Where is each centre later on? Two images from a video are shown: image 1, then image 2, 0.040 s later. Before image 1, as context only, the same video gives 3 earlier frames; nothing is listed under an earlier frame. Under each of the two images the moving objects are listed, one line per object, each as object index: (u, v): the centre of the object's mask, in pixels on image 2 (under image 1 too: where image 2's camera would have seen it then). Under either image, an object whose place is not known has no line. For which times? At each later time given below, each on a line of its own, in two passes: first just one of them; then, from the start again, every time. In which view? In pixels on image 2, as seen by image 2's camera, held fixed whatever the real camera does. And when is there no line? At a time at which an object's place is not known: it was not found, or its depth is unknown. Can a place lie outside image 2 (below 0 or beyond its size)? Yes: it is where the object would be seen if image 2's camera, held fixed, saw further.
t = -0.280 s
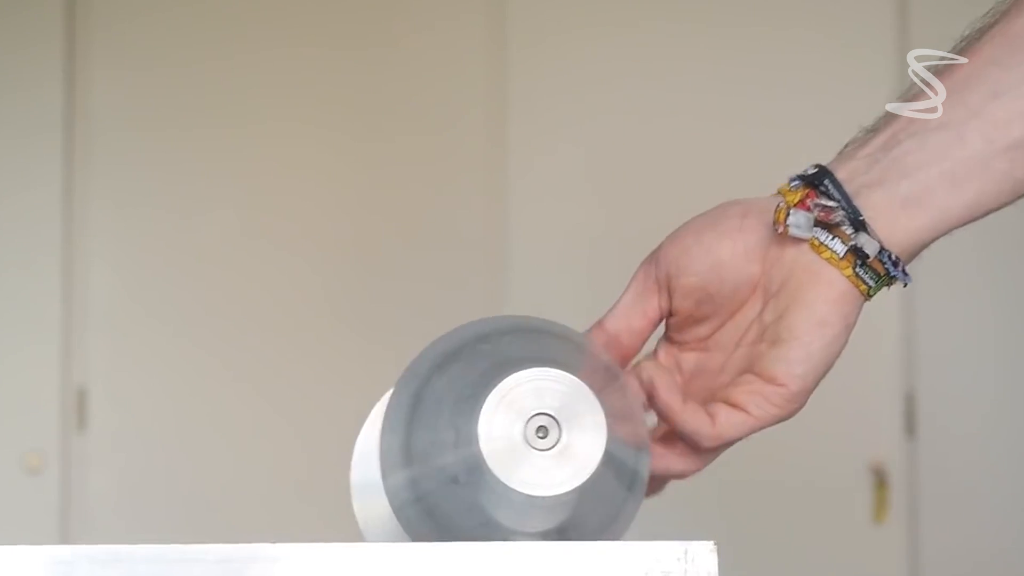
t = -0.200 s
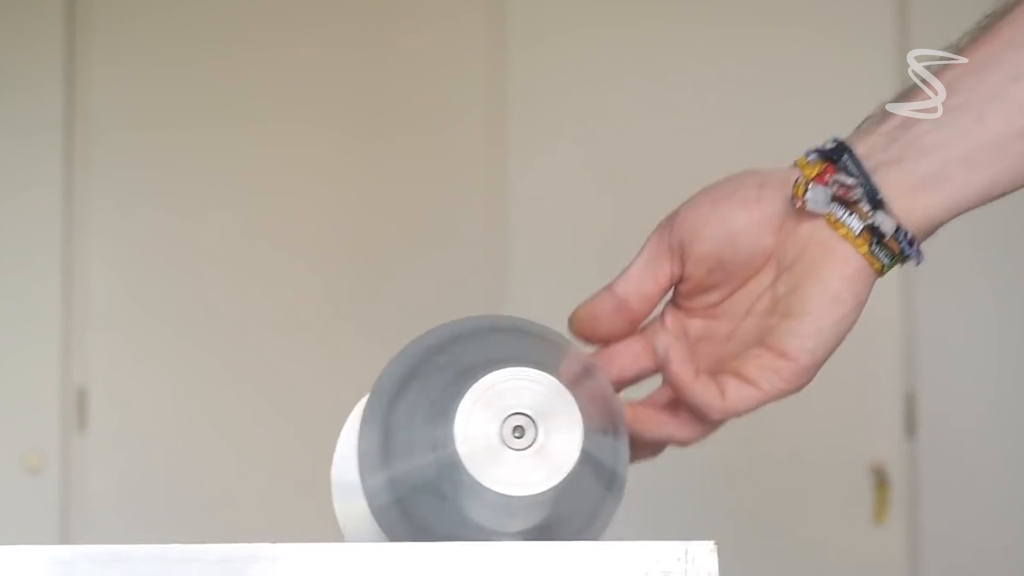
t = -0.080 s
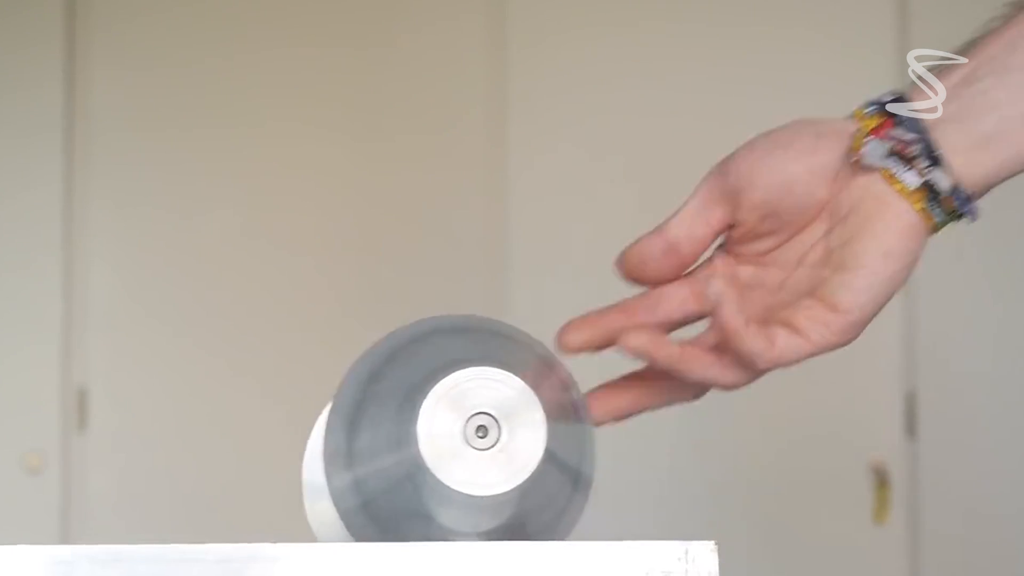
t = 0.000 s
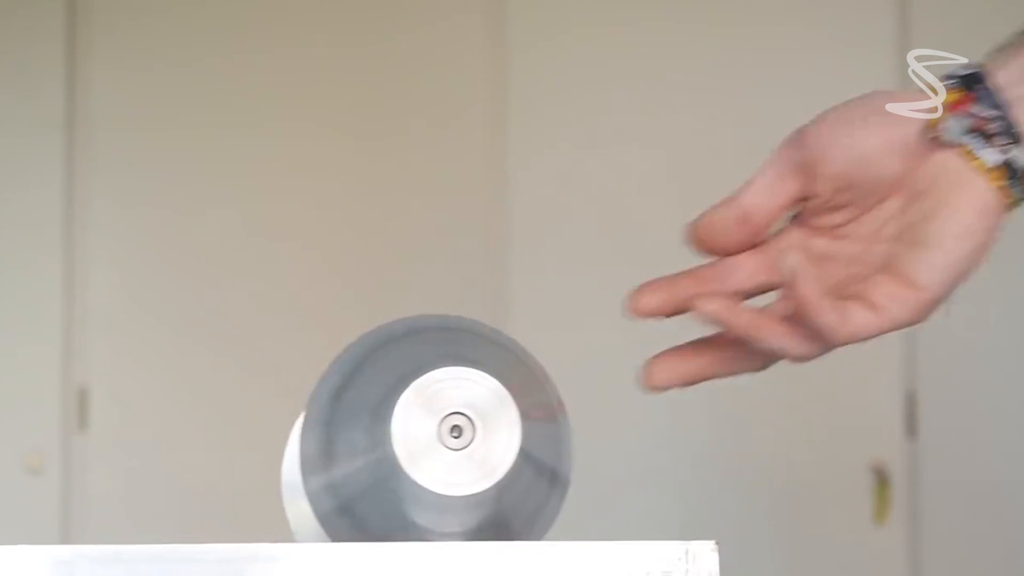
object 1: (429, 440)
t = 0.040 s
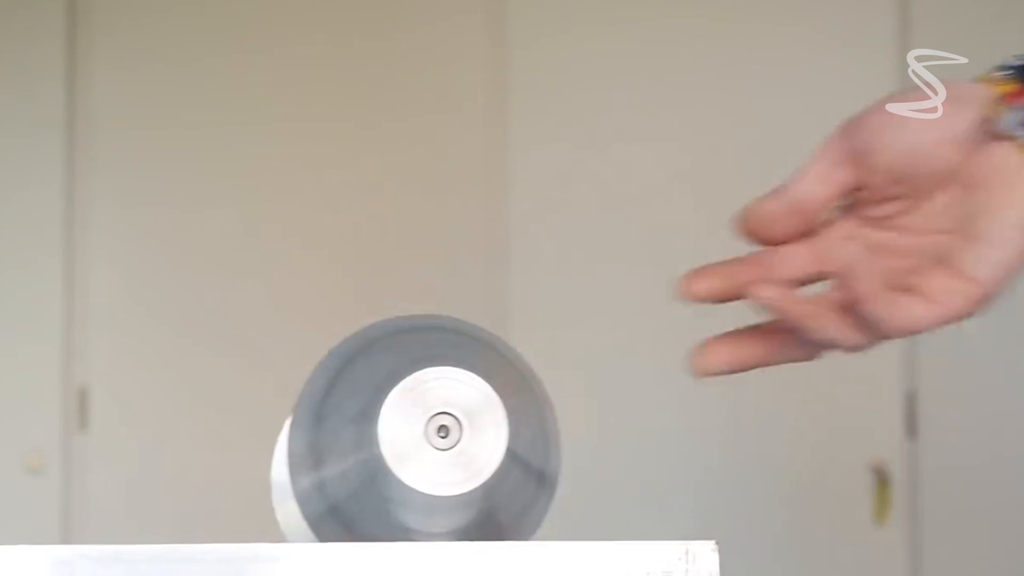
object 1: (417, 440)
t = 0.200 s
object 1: (371, 439)
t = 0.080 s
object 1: (406, 440)
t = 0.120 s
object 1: (394, 439)
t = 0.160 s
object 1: (382, 439)
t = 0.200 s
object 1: (371, 439)
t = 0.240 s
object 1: (355, 439)
